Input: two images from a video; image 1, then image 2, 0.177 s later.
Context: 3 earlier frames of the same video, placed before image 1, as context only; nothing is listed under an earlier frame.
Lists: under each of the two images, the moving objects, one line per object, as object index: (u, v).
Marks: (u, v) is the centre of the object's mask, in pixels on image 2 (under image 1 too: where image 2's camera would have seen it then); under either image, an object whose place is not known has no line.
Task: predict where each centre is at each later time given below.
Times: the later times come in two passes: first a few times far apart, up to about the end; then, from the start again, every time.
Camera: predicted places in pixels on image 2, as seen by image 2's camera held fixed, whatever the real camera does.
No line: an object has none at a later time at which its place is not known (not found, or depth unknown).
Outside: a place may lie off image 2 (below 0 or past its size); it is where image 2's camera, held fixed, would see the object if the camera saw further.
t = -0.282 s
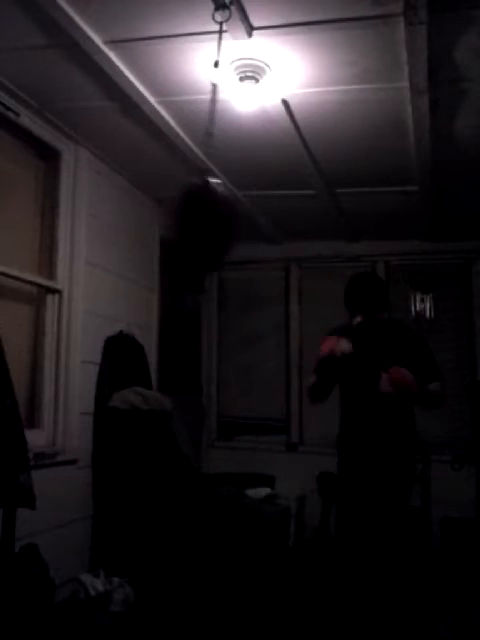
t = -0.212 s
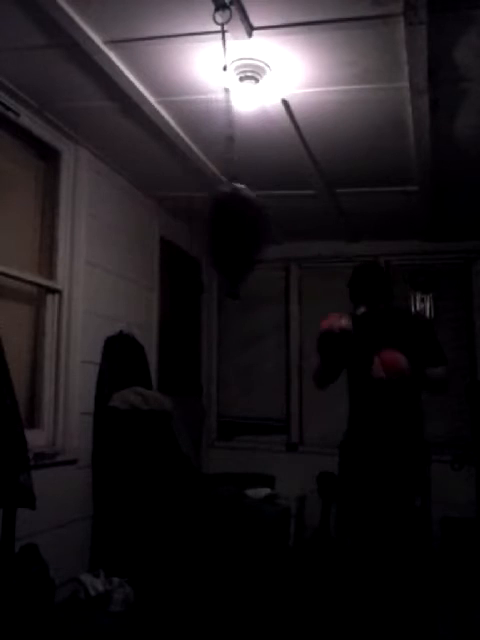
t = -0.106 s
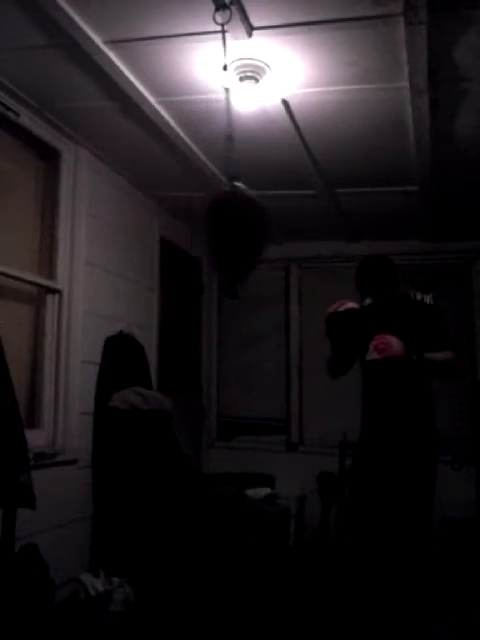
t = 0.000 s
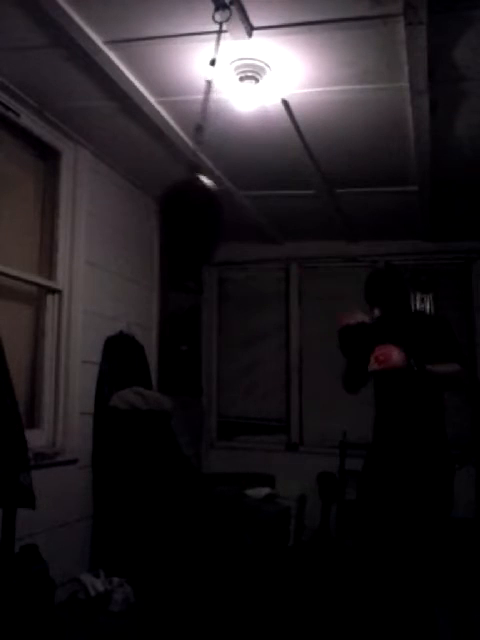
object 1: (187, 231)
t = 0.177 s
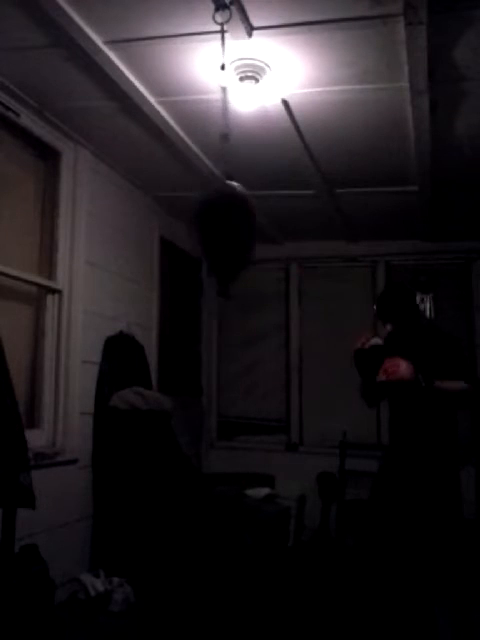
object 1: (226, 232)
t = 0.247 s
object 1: (240, 235)
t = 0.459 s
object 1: (187, 232)
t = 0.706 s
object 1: (232, 234)
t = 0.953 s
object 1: (202, 226)
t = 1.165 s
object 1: (222, 232)
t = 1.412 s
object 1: (211, 227)
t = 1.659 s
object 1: (202, 230)
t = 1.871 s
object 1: (218, 230)
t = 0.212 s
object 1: (237, 234)
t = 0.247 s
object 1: (240, 235)
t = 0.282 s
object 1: (237, 234)
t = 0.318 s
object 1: (226, 231)
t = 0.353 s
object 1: (212, 231)
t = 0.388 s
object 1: (199, 229)
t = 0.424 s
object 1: (188, 232)
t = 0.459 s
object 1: (187, 232)
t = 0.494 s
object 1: (191, 232)
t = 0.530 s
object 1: (204, 230)
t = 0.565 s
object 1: (218, 229)
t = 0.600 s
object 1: (229, 233)
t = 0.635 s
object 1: (236, 234)
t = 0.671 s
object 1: (236, 235)
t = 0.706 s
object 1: (232, 234)
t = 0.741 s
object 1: (223, 232)
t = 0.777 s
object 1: (210, 231)
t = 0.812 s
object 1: (195, 232)
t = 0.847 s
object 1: (189, 230)
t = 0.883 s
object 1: (188, 231)
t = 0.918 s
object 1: (191, 230)
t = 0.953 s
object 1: (202, 226)
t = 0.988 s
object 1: (213, 228)
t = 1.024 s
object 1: (224, 231)
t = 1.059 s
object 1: (230, 233)
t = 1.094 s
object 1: (232, 233)
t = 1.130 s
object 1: (229, 233)
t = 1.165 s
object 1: (222, 232)
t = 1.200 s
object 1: (211, 228)
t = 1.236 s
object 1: (199, 227)
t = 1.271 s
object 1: (191, 228)
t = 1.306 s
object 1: (189, 228)
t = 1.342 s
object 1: (192, 227)
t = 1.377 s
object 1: (201, 226)
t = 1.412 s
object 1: (211, 227)
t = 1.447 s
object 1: (215, 228)
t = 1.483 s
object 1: (227, 231)
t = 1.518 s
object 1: (229, 232)
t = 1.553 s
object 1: (226, 233)
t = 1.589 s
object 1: (216, 231)
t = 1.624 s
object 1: (209, 230)
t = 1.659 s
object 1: (202, 230)
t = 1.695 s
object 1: (193, 231)
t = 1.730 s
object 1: (192, 231)
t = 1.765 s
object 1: (193, 230)
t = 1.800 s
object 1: (199, 229)
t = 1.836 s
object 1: (209, 230)
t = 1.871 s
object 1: (218, 230)
